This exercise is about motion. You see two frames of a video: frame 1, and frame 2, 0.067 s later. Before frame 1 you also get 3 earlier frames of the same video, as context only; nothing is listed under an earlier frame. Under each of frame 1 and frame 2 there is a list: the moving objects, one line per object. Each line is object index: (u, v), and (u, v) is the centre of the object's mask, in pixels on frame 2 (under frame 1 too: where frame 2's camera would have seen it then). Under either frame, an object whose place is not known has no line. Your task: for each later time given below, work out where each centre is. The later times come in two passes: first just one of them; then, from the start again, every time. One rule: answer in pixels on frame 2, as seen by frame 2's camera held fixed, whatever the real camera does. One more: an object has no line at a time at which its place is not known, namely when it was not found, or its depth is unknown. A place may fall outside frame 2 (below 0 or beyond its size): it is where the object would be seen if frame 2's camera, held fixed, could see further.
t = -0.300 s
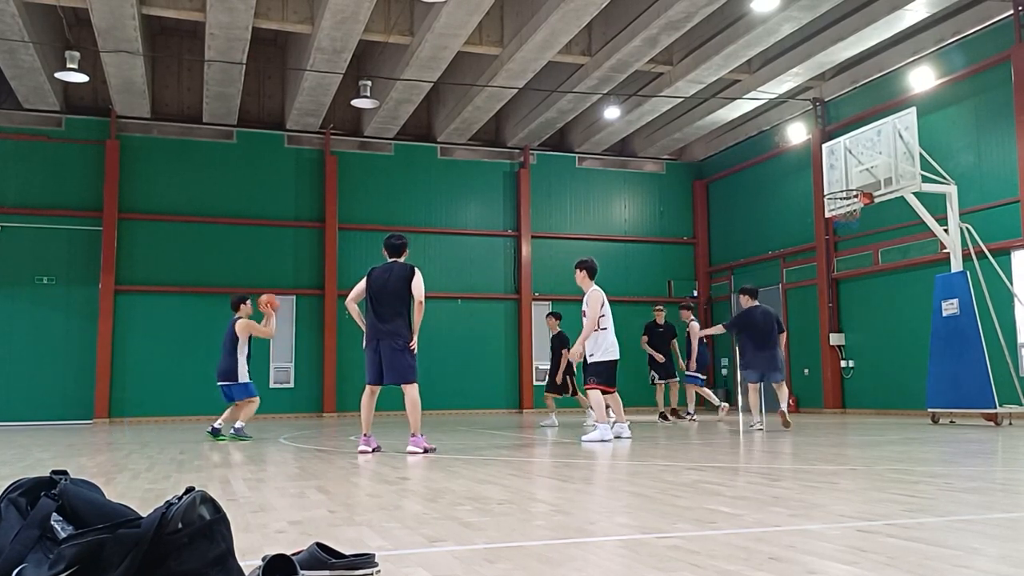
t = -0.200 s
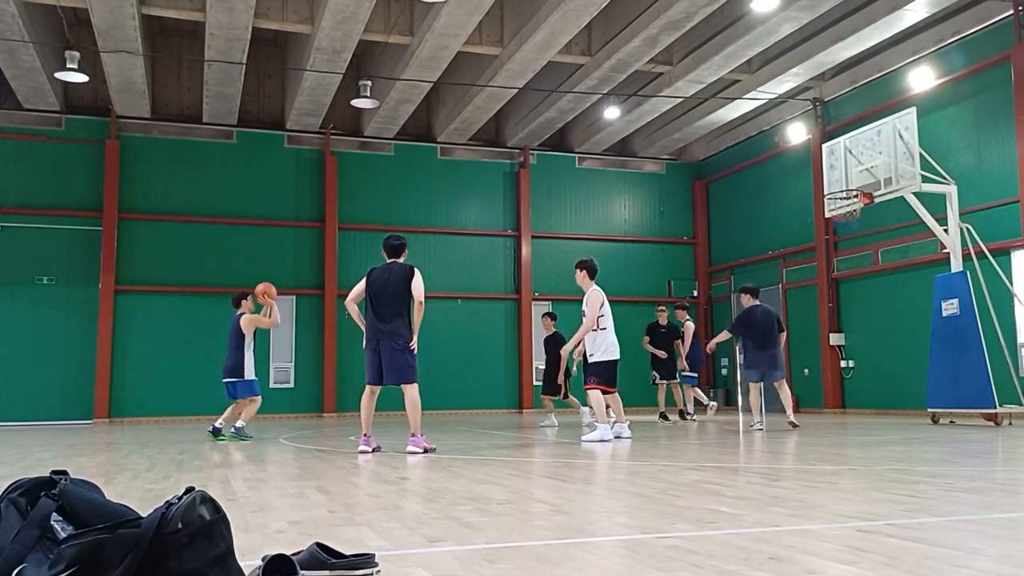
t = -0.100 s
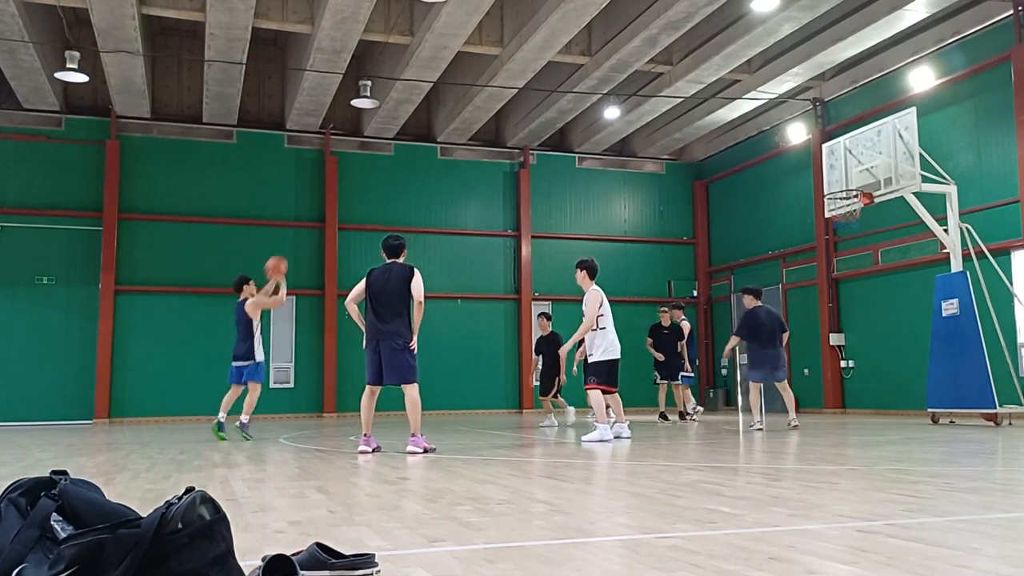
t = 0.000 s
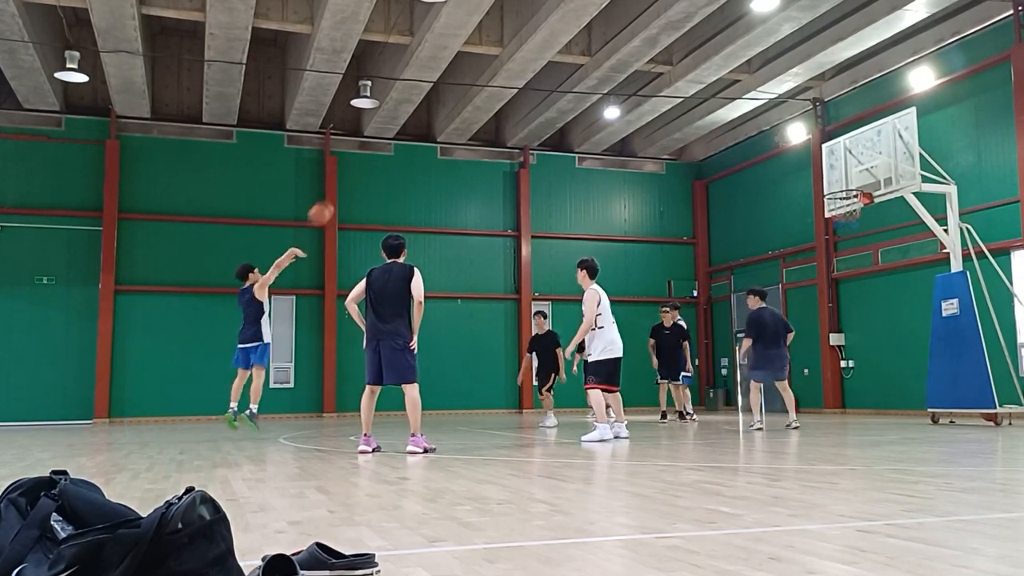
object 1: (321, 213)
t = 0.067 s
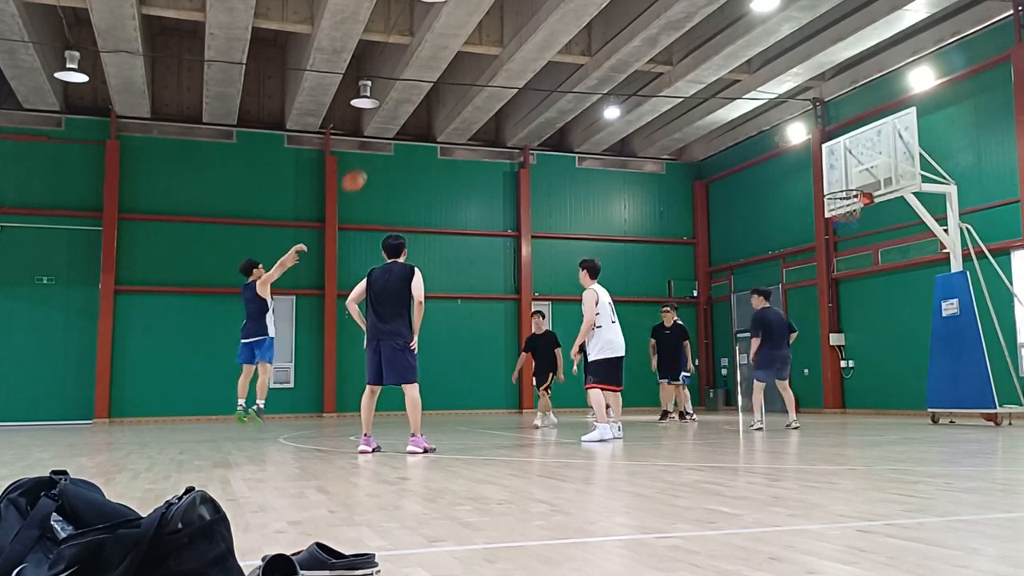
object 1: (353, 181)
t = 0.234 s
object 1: (432, 117)
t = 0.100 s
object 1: (369, 166)
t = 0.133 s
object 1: (385, 153)
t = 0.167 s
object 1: (403, 139)
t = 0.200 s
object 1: (417, 127)
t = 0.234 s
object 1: (432, 117)
